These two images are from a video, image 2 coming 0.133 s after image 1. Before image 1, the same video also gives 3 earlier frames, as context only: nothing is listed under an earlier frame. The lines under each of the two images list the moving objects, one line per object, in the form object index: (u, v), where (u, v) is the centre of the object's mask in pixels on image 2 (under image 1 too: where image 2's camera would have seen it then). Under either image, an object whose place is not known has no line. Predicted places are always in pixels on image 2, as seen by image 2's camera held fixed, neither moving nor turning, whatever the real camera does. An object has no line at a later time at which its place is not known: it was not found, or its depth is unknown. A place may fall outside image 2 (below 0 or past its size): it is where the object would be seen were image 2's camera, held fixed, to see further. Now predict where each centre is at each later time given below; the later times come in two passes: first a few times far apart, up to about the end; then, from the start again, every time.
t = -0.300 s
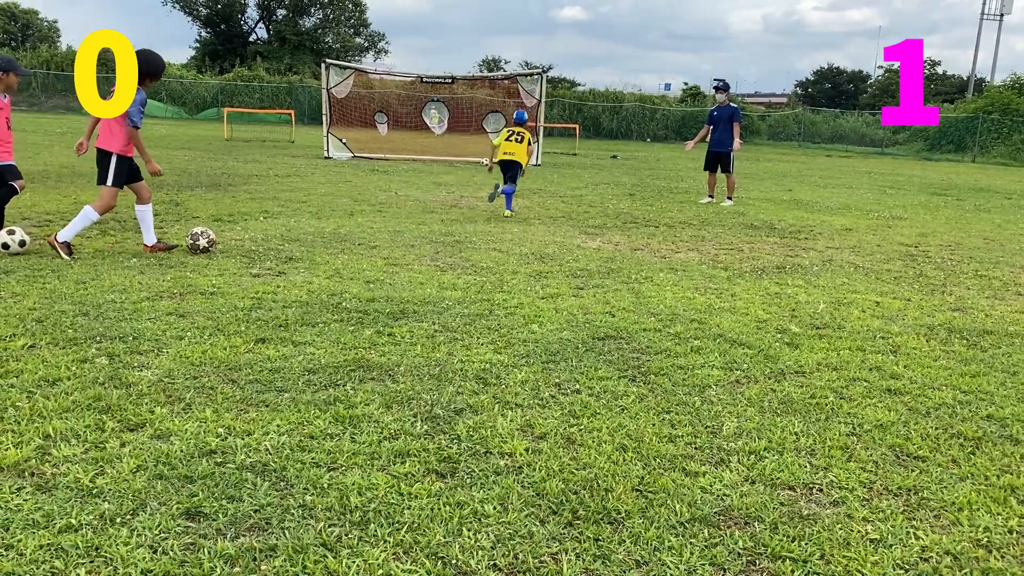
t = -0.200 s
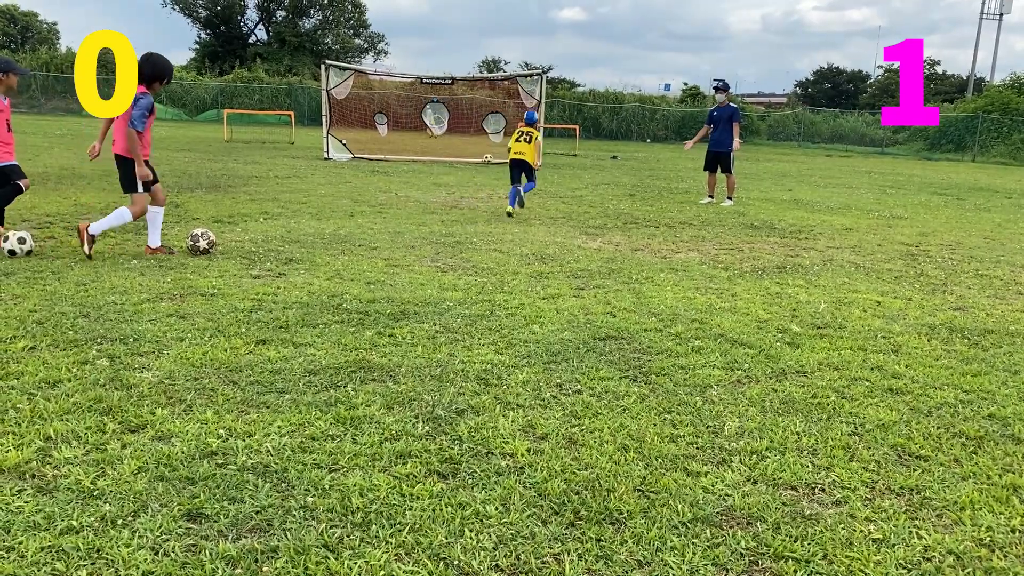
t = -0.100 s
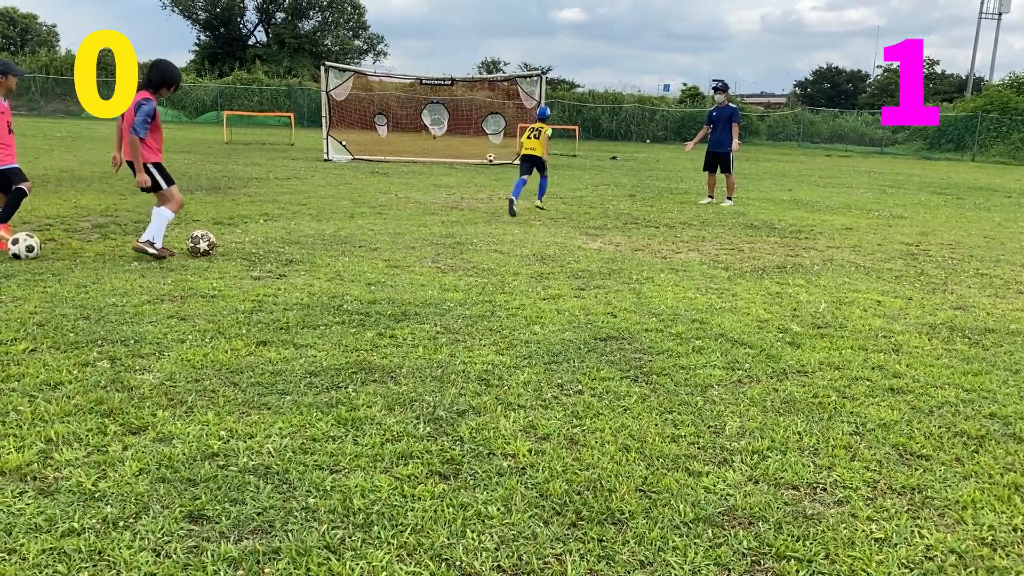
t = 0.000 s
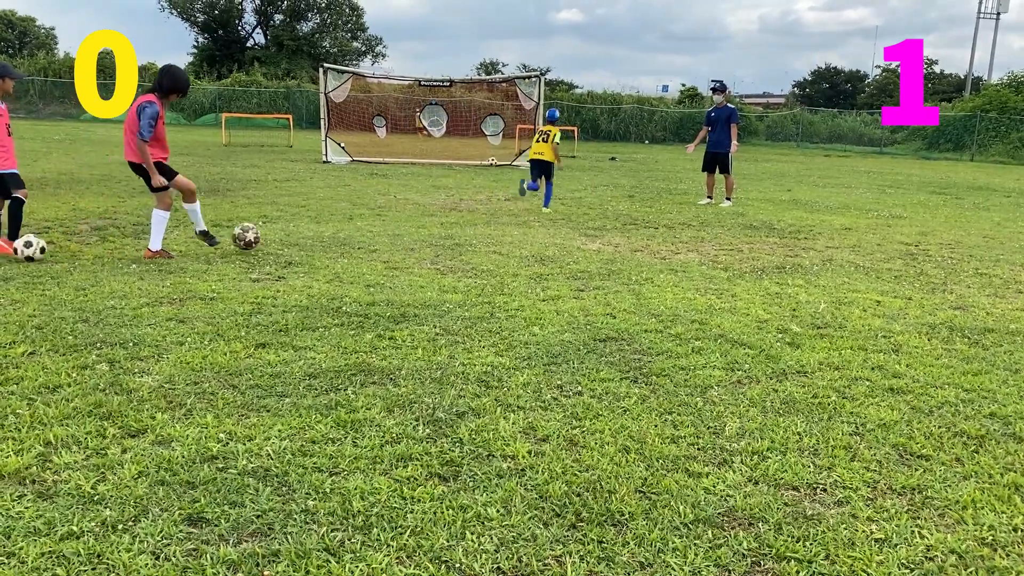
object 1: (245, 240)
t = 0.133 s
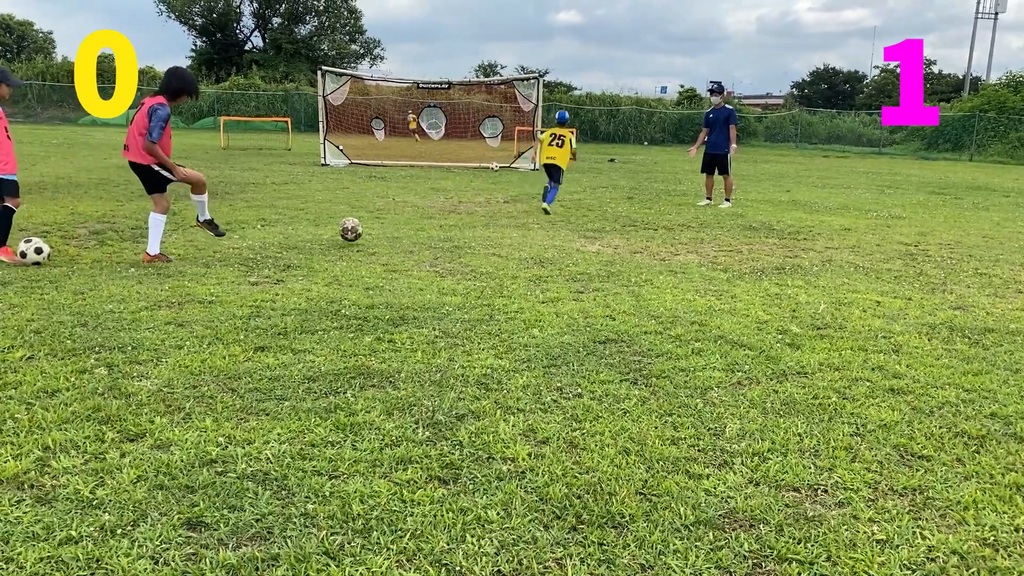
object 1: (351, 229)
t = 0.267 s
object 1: (425, 221)
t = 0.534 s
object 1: (523, 214)
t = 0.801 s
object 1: (583, 203)
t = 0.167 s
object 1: (373, 230)
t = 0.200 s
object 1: (394, 231)
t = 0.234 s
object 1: (410, 226)
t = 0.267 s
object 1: (425, 221)
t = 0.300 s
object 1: (439, 218)
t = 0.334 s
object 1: (453, 216)
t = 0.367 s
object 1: (466, 215)
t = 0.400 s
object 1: (479, 215)
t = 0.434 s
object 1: (492, 215)
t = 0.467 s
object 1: (504, 218)
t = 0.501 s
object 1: (515, 220)
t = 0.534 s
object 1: (523, 214)
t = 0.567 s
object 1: (531, 209)
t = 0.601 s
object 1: (539, 205)
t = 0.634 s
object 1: (547, 203)
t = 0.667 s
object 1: (555, 201)
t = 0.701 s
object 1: (563, 200)
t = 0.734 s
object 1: (570, 200)
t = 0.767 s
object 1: (576, 201)
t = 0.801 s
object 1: (583, 203)
